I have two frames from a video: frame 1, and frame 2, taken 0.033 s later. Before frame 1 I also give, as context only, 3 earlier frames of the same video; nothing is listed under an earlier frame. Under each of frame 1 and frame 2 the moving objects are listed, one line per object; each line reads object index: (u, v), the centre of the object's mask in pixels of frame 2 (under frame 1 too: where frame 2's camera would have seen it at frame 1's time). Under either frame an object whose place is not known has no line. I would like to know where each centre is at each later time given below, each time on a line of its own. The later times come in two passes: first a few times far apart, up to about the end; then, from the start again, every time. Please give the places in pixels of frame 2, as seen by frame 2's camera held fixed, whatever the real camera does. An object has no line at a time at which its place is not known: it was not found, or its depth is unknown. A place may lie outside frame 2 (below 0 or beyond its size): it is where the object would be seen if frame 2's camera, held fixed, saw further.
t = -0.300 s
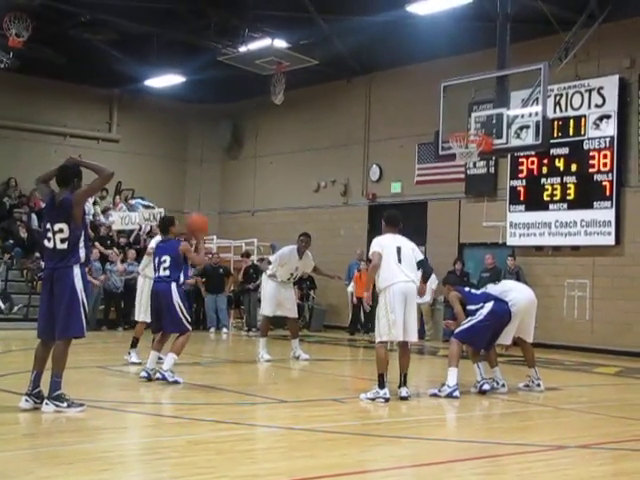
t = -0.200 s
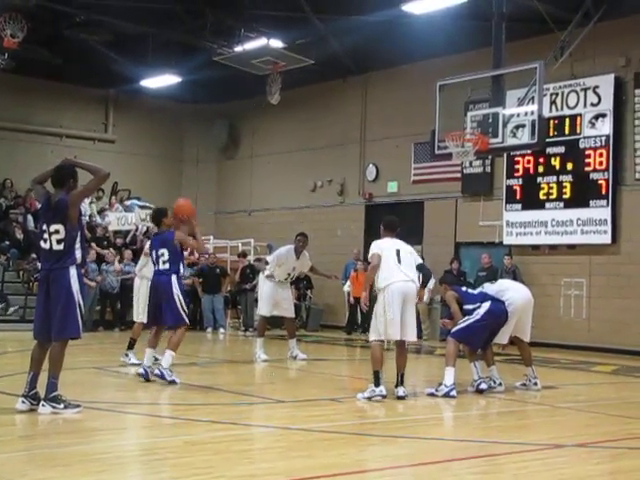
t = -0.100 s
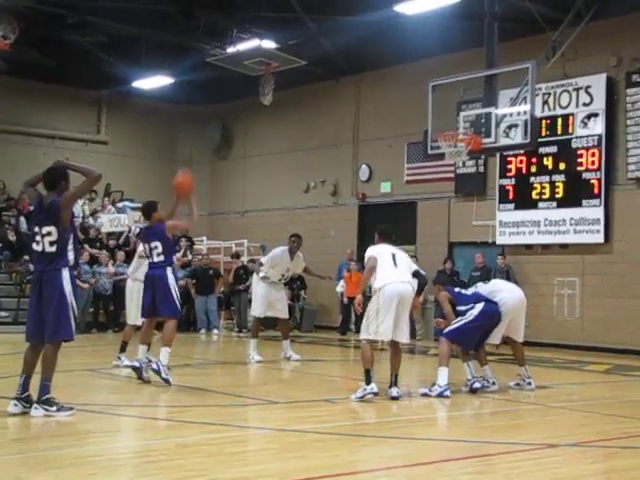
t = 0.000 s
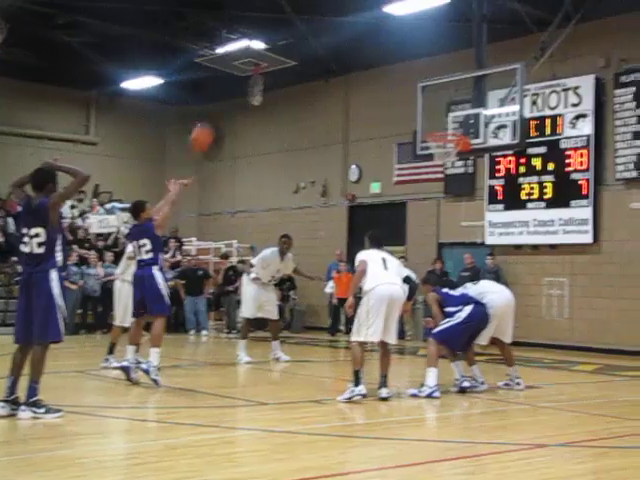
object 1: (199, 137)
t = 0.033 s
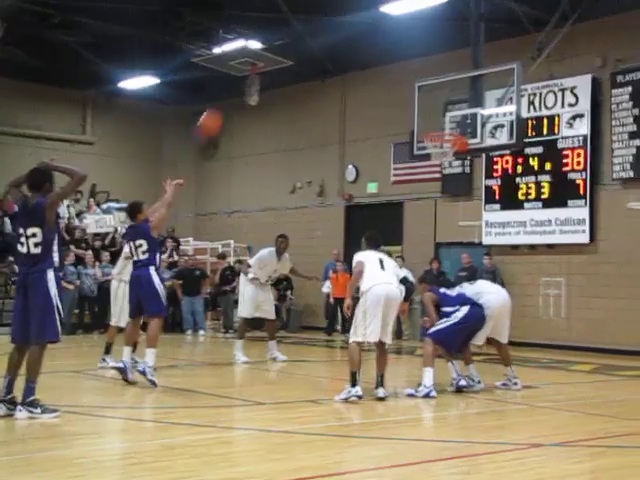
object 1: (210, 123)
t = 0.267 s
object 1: (280, 57)
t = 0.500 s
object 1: (339, 42)
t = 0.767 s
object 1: (397, 74)
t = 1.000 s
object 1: (437, 136)
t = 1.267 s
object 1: (445, 186)
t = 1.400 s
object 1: (441, 225)
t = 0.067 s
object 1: (219, 111)
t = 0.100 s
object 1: (230, 99)
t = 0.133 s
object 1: (240, 89)
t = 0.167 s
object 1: (250, 79)
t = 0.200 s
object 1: (260, 70)
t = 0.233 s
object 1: (269, 64)
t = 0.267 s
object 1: (280, 57)
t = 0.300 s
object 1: (289, 52)
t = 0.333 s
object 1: (297, 48)
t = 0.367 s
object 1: (306, 45)
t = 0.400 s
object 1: (314, 43)
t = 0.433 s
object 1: (323, 42)
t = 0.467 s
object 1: (331, 41)
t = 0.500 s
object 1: (339, 42)
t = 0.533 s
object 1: (346, 43)
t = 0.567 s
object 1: (354, 45)
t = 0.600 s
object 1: (362, 48)
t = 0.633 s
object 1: (370, 52)
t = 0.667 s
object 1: (376, 56)
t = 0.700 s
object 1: (384, 62)
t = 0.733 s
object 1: (390, 67)
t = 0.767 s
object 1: (397, 74)
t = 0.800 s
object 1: (404, 82)
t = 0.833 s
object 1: (411, 90)
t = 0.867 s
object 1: (417, 99)
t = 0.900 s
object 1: (424, 110)
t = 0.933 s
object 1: (430, 119)
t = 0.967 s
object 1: (434, 128)
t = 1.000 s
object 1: (437, 136)
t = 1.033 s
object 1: (435, 138)
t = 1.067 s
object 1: (448, 156)
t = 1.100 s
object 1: (447, 158)
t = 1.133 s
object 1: (446, 163)
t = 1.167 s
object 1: (445, 167)
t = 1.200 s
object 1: (445, 174)
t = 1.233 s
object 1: (445, 180)
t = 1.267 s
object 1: (445, 186)
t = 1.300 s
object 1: (441, 195)
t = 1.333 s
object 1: (442, 206)
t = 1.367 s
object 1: (441, 213)
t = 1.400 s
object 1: (441, 225)
